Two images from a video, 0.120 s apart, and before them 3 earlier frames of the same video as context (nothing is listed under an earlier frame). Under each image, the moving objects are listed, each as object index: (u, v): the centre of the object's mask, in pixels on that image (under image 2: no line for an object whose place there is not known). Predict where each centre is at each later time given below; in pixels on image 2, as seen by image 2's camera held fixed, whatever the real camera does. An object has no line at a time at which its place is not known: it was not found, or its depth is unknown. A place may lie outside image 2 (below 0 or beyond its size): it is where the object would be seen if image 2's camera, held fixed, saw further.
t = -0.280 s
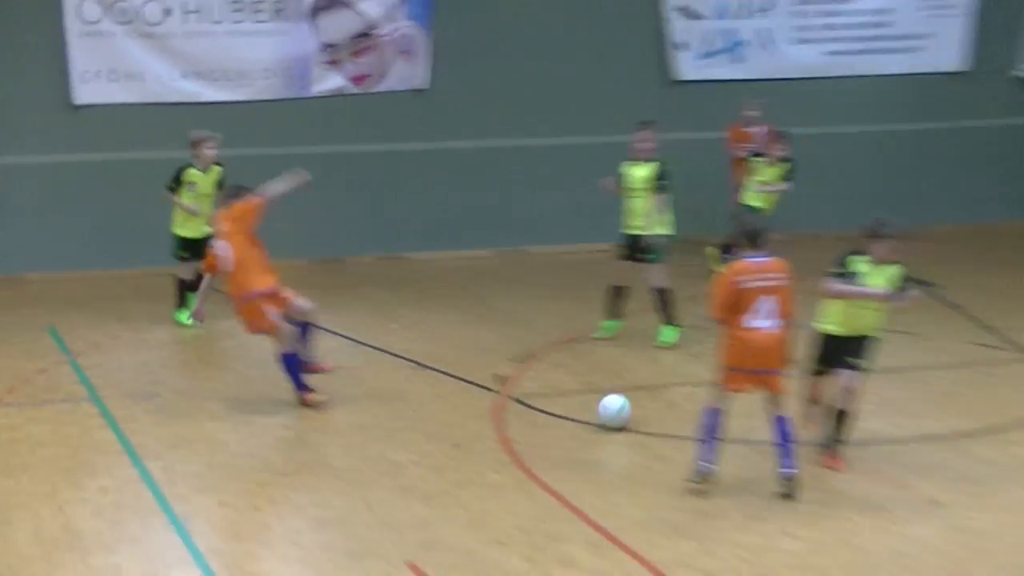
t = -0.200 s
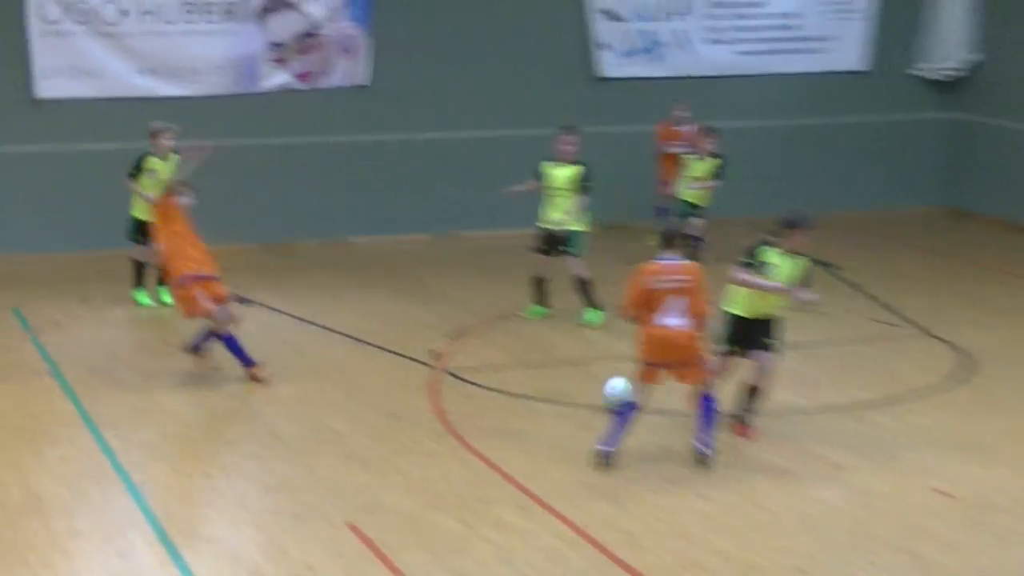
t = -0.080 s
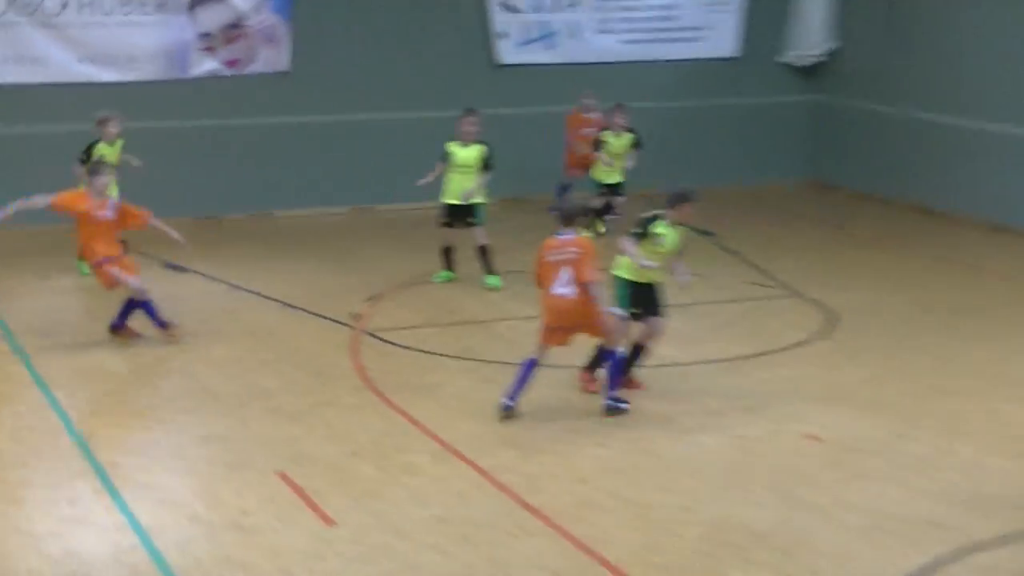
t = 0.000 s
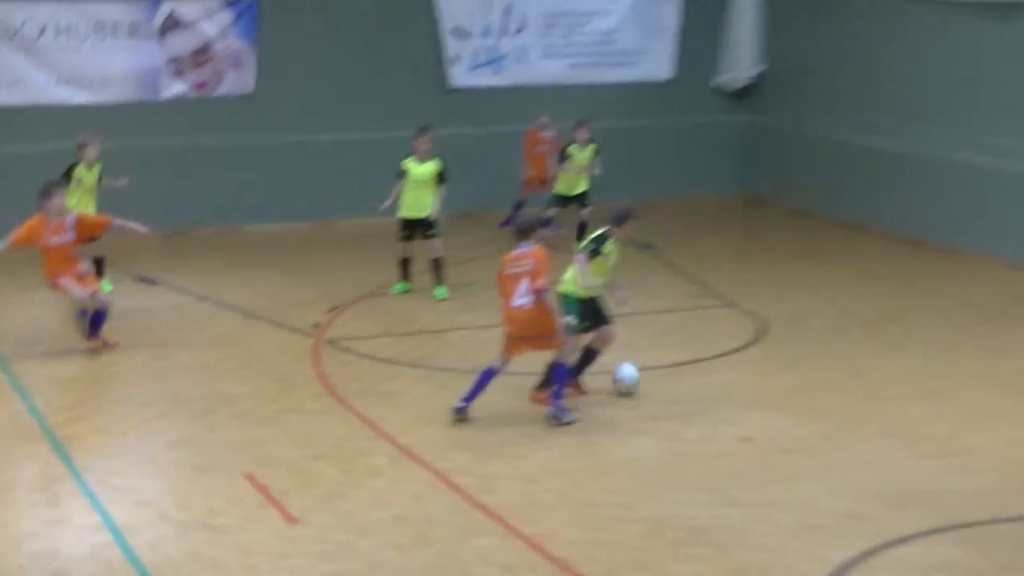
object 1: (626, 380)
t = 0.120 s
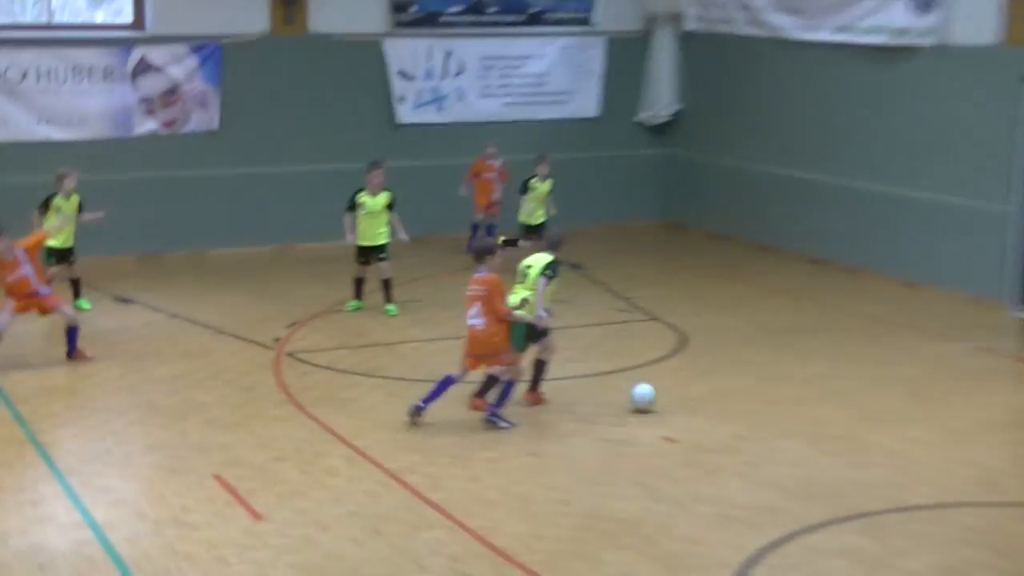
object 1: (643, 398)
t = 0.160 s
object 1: (669, 401)
